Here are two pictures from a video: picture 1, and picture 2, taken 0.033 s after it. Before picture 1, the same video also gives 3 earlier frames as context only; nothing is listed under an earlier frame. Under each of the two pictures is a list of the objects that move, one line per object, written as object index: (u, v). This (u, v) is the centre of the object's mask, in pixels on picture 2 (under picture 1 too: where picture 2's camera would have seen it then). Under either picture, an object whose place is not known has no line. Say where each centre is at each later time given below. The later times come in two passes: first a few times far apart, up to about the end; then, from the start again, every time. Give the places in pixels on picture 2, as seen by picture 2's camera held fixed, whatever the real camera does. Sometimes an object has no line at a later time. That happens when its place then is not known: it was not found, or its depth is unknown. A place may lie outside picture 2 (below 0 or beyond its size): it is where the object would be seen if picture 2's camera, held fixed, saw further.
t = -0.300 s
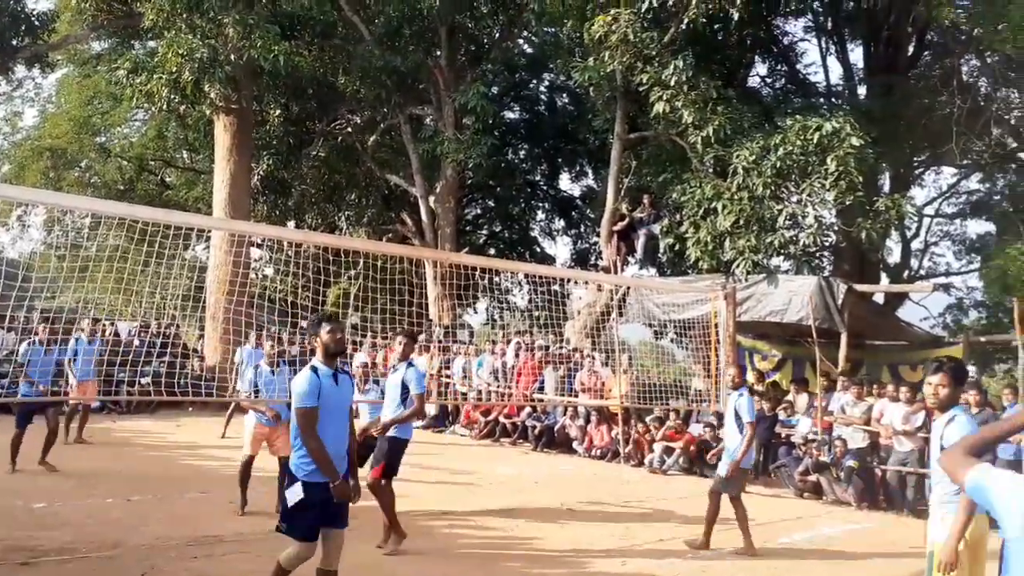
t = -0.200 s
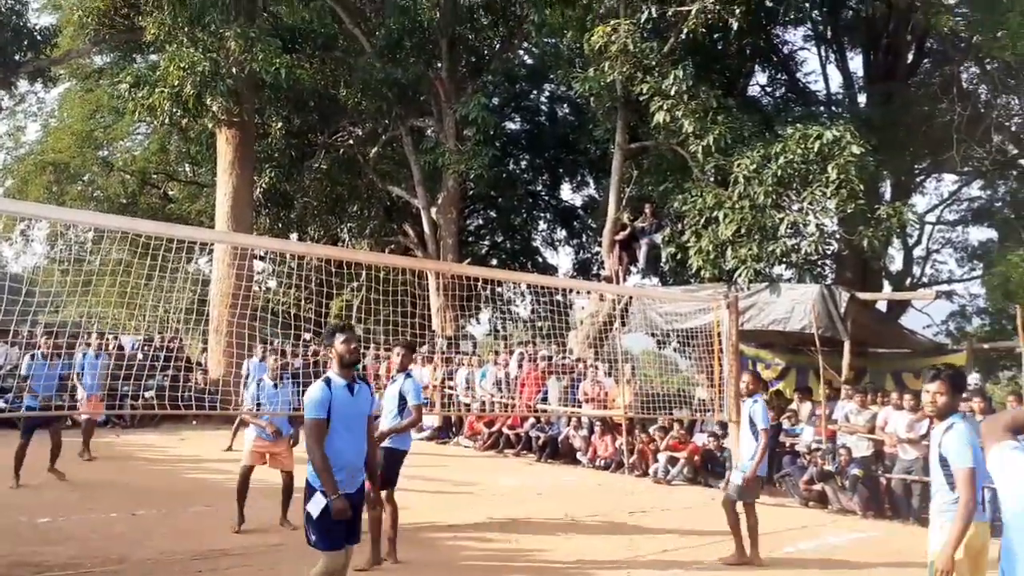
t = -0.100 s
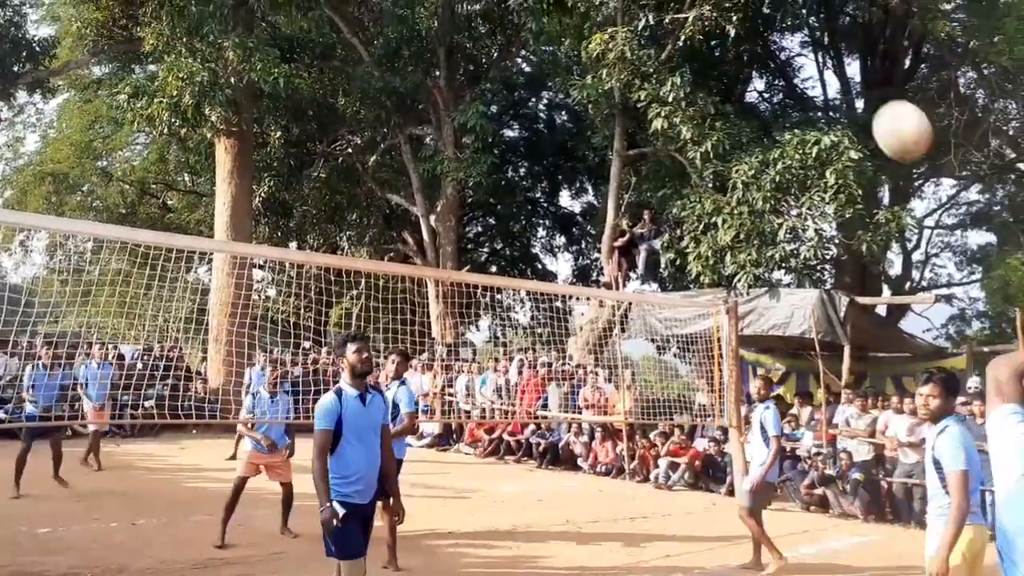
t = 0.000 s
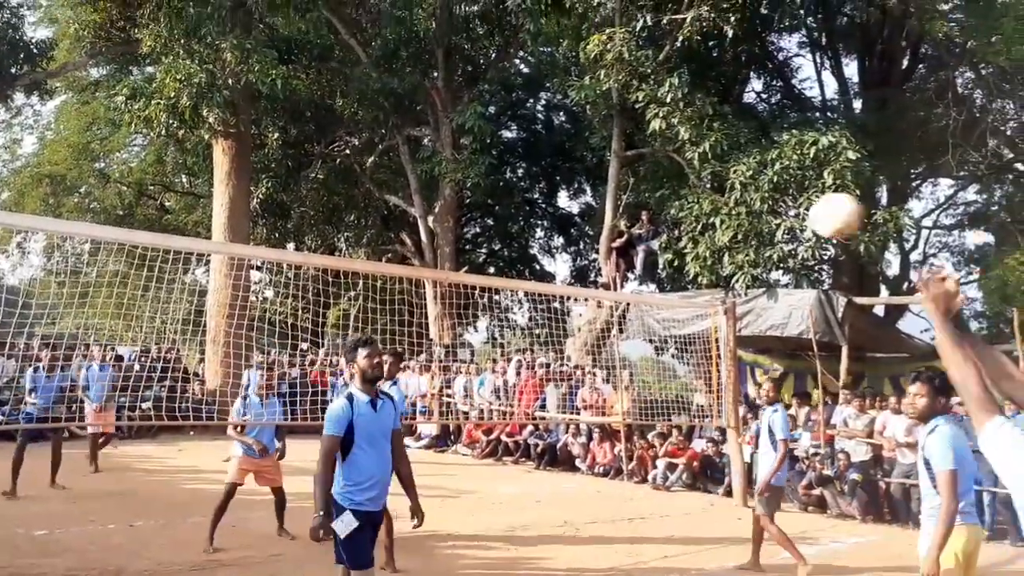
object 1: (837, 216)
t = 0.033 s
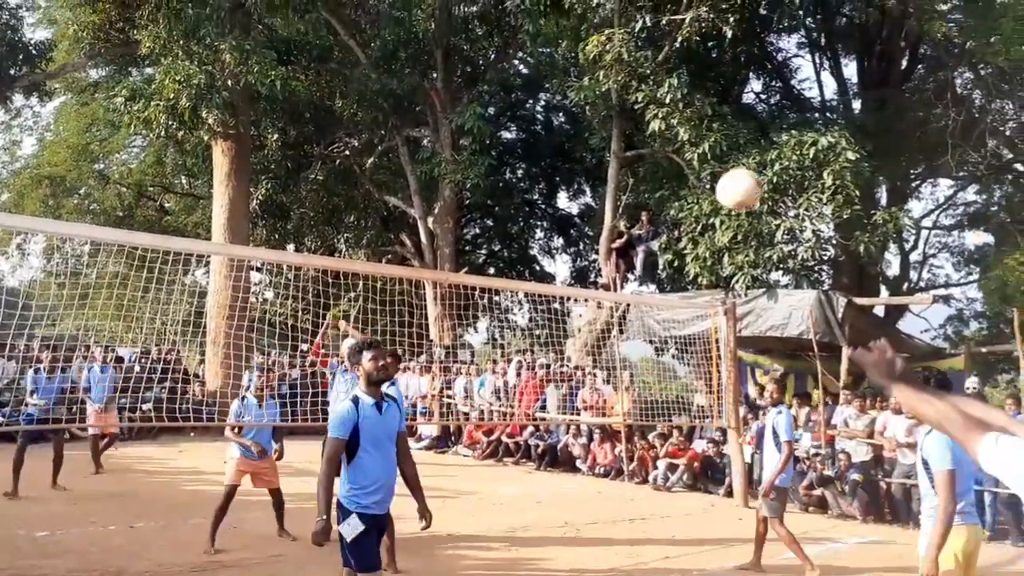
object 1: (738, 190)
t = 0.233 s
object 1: (440, 148)
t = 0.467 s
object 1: (304, 189)
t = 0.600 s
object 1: (261, 230)
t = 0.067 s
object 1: (663, 172)
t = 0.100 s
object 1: (600, 159)
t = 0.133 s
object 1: (549, 153)
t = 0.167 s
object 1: (508, 148)
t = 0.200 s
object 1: (471, 147)
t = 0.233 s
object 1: (440, 148)
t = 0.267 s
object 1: (413, 150)
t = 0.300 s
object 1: (389, 154)
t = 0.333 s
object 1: (368, 160)
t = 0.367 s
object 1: (350, 166)
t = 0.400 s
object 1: (332, 173)
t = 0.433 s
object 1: (318, 181)
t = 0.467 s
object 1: (304, 189)
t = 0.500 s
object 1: (292, 199)
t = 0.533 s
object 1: (281, 209)
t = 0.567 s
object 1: (270, 219)
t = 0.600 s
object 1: (261, 230)
